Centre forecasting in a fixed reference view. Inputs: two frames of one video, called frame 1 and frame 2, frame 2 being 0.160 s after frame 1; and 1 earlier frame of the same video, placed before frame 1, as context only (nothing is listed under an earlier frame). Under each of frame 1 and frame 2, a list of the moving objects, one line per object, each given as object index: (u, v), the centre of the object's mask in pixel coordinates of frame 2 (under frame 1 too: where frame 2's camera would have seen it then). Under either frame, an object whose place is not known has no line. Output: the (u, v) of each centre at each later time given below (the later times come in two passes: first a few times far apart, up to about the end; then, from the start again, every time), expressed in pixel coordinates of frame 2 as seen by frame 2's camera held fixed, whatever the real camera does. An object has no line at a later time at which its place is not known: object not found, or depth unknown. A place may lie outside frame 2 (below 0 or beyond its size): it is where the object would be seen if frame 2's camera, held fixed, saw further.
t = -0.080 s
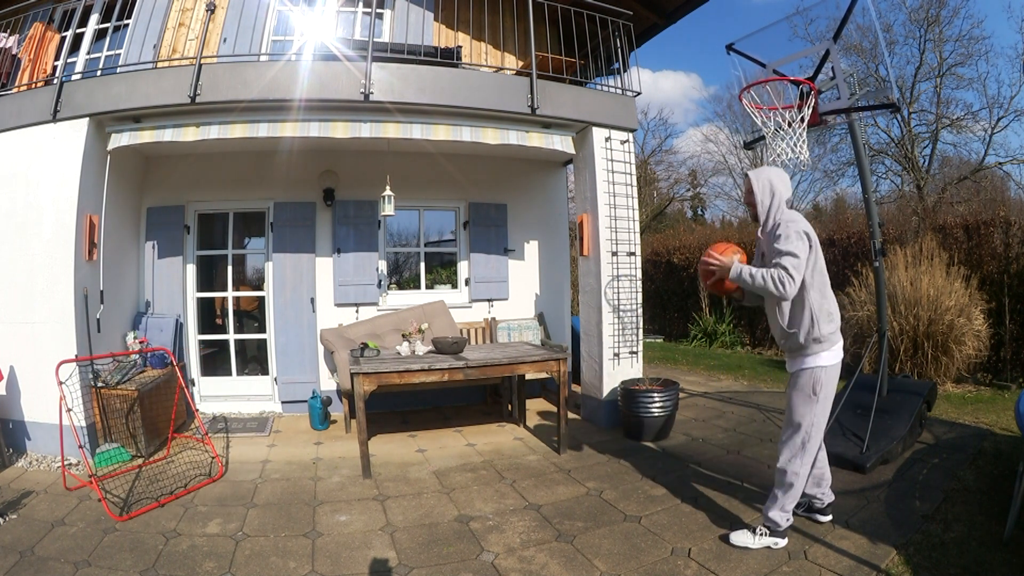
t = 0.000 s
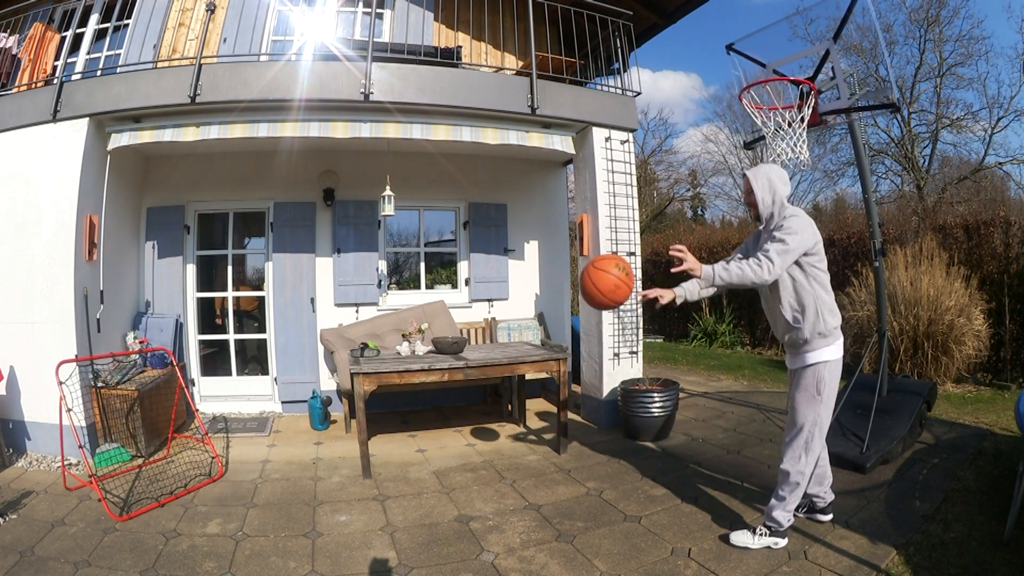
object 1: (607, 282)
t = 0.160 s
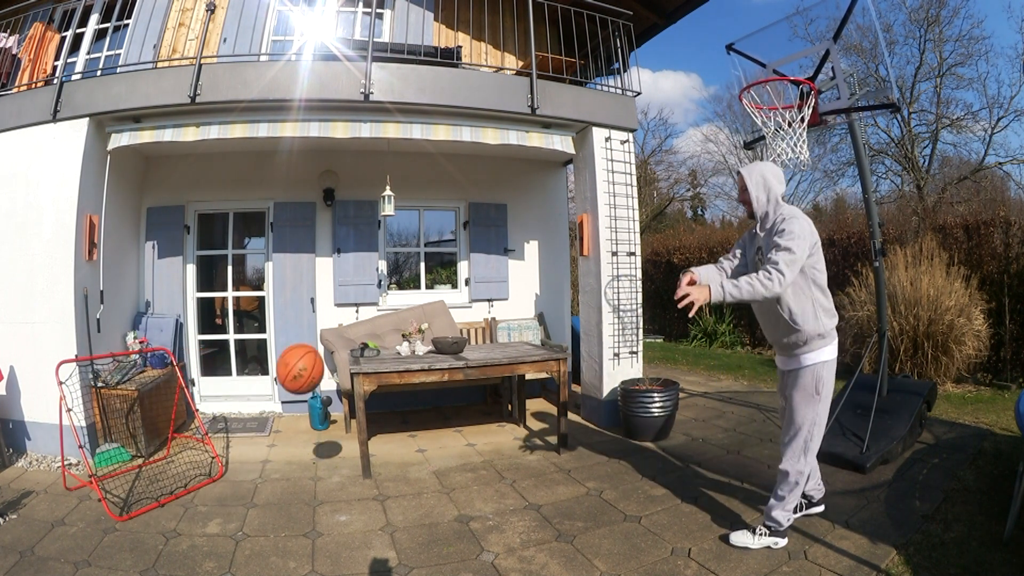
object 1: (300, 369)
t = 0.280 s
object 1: (160, 434)
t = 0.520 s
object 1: (185, 369)
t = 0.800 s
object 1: (388, 285)
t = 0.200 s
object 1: (244, 392)
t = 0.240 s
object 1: (197, 414)
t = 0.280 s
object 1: (160, 434)
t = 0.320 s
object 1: (135, 454)
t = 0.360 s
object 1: (134, 447)
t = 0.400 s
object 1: (143, 427)
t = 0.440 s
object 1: (154, 407)
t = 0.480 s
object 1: (168, 387)
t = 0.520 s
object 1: (185, 369)
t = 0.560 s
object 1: (204, 351)
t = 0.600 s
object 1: (225, 333)
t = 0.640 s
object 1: (250, 319)
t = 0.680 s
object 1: (279, 307)
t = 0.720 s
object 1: (311, 296)
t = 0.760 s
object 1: (347, 289)
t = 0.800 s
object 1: (388, 285)
